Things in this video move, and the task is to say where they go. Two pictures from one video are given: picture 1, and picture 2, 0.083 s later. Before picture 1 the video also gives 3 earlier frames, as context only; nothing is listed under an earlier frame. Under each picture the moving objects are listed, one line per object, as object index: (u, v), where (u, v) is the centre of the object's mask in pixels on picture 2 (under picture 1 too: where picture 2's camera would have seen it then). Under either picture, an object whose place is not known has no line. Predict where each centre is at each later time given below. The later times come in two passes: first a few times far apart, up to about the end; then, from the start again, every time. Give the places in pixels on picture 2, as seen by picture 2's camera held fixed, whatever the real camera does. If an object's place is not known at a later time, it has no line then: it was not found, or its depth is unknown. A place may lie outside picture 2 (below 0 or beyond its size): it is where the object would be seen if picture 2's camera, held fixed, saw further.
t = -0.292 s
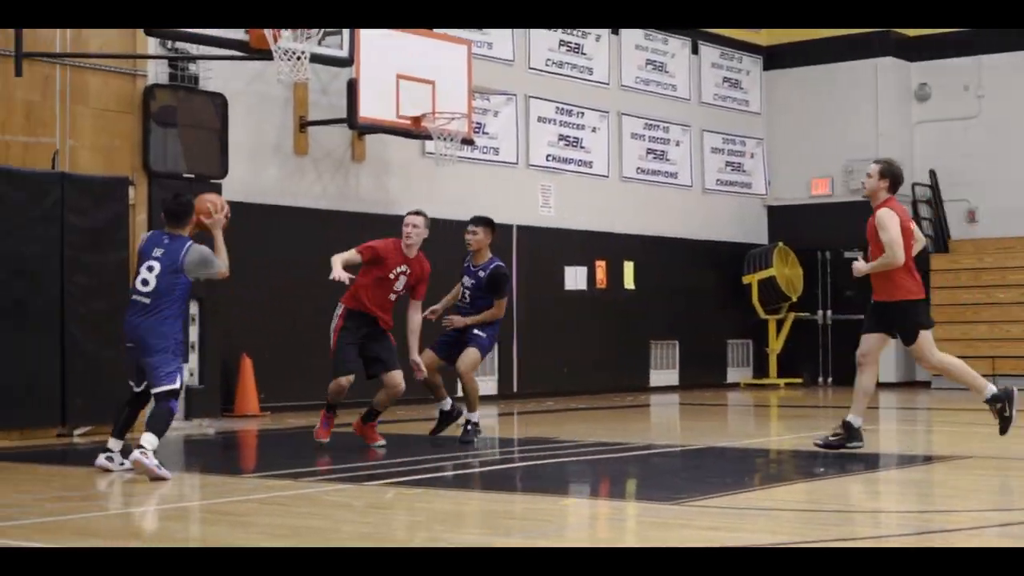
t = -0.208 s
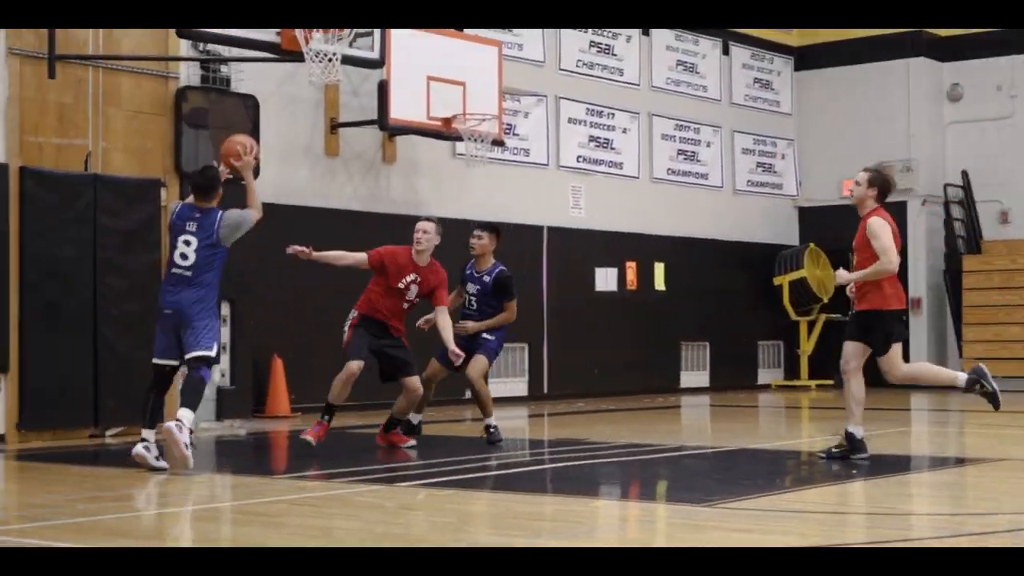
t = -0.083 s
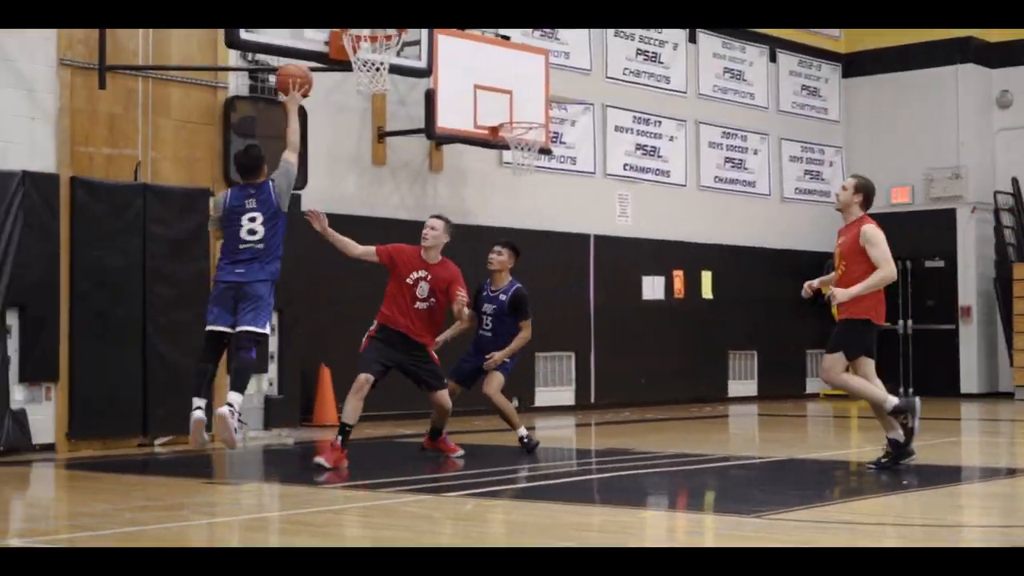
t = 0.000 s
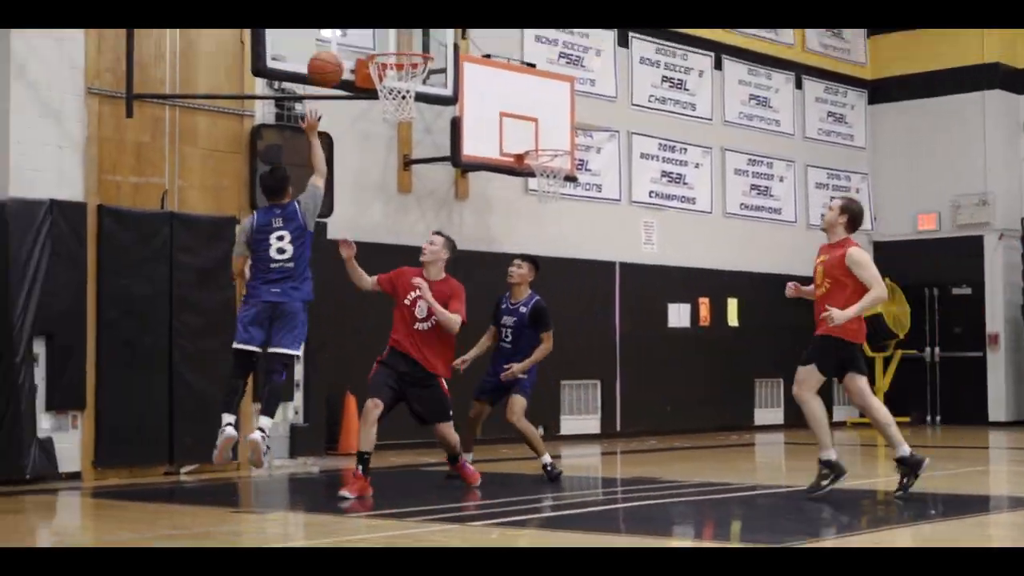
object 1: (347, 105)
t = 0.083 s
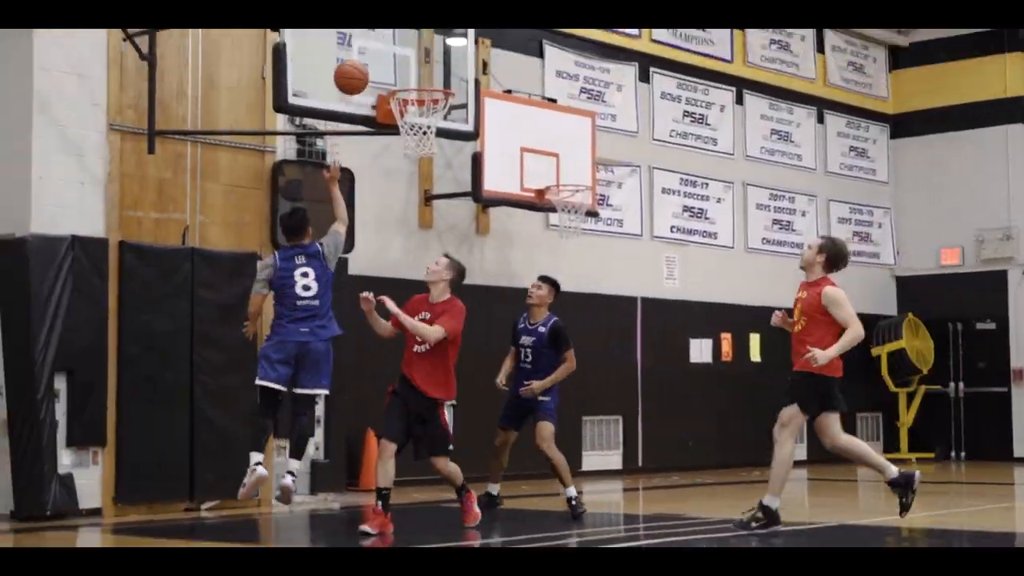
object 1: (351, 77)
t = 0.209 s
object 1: (357, 56)
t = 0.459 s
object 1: (414, 68)
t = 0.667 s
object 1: (409, 104)
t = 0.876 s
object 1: (421, 158)
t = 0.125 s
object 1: (353, 67)
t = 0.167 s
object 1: (355, 60)
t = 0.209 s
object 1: (357, 56)
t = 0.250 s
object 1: (359, 54)
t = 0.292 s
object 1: (365, 53)
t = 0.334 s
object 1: (377, 53)
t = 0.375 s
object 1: (390, 56)
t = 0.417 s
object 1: (402, 60)
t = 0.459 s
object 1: (414, 68)
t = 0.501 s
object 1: (427, 76)
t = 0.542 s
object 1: (435, 81)
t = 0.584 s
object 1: (427, 86)
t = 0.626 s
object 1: (414, 96)
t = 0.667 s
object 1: (409, 104)
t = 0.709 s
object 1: (410, 107)
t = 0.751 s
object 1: (411, 116)
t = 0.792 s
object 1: (415, 131)
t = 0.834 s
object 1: (419, 141)
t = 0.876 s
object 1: (421, 158)
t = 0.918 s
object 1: (423, 170)
